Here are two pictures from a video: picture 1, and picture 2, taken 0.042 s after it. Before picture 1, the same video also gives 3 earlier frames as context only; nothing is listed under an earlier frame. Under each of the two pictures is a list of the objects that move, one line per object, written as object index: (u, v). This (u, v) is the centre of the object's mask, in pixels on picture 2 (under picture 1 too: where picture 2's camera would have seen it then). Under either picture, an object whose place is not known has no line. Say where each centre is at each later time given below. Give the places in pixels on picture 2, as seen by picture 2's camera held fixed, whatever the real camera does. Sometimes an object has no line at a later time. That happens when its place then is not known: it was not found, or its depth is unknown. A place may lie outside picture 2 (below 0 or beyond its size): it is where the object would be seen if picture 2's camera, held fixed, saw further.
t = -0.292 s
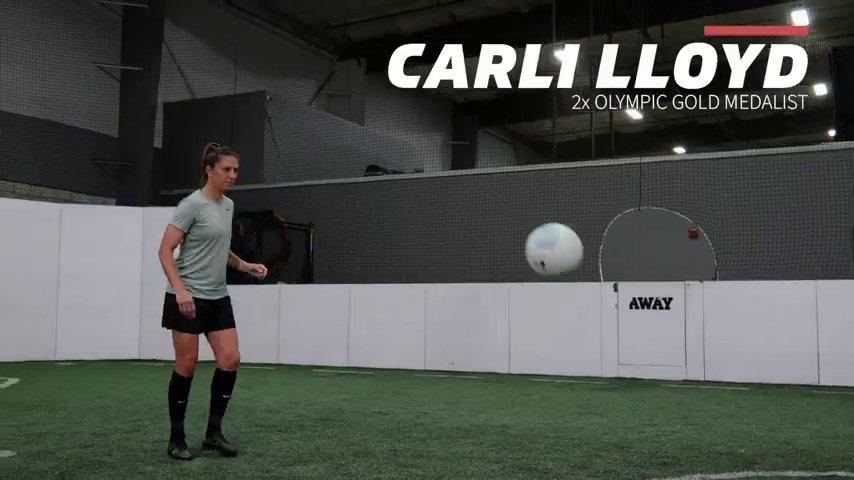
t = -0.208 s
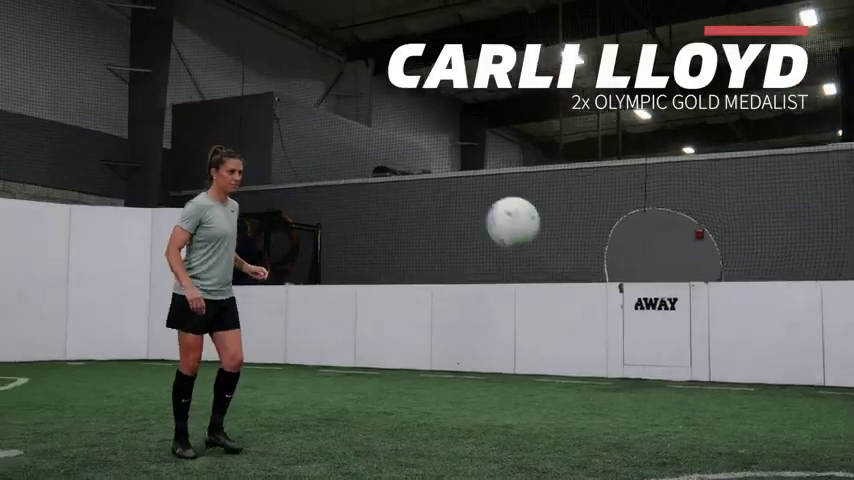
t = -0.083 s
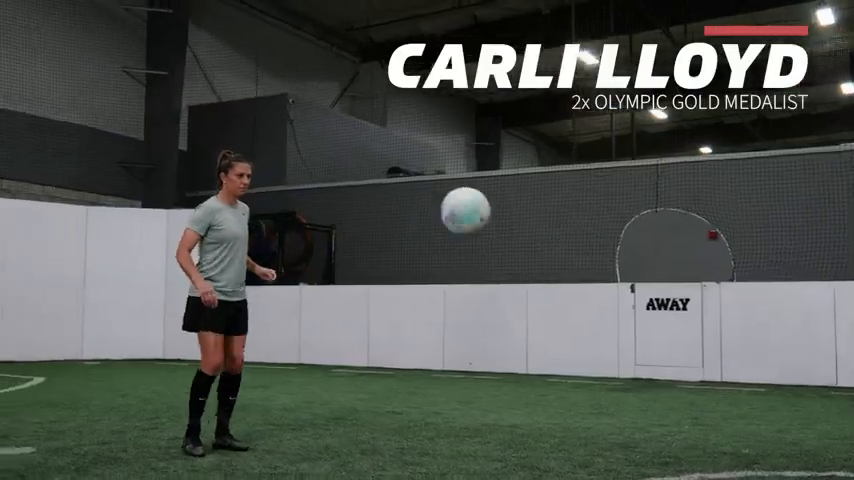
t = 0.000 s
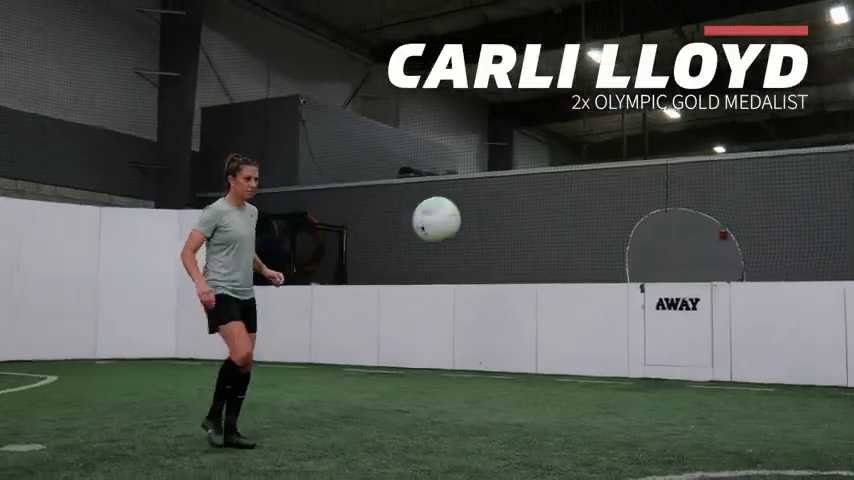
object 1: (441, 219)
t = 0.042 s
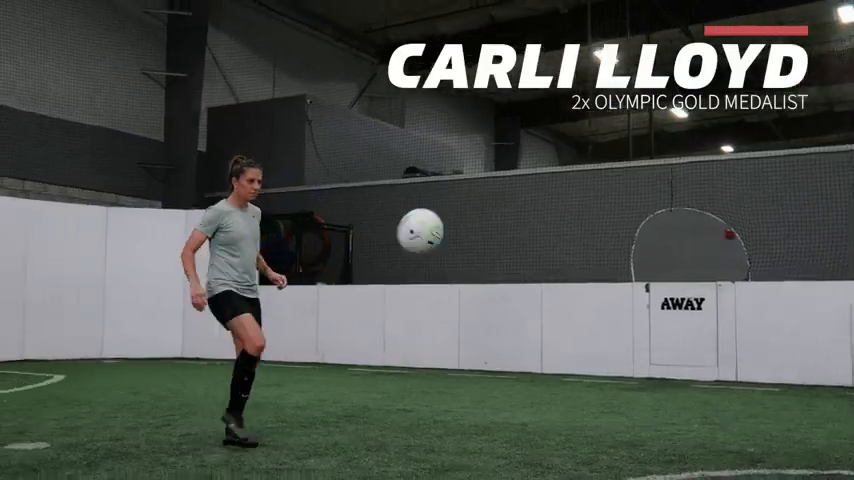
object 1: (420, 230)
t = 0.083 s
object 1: (406, 241)
